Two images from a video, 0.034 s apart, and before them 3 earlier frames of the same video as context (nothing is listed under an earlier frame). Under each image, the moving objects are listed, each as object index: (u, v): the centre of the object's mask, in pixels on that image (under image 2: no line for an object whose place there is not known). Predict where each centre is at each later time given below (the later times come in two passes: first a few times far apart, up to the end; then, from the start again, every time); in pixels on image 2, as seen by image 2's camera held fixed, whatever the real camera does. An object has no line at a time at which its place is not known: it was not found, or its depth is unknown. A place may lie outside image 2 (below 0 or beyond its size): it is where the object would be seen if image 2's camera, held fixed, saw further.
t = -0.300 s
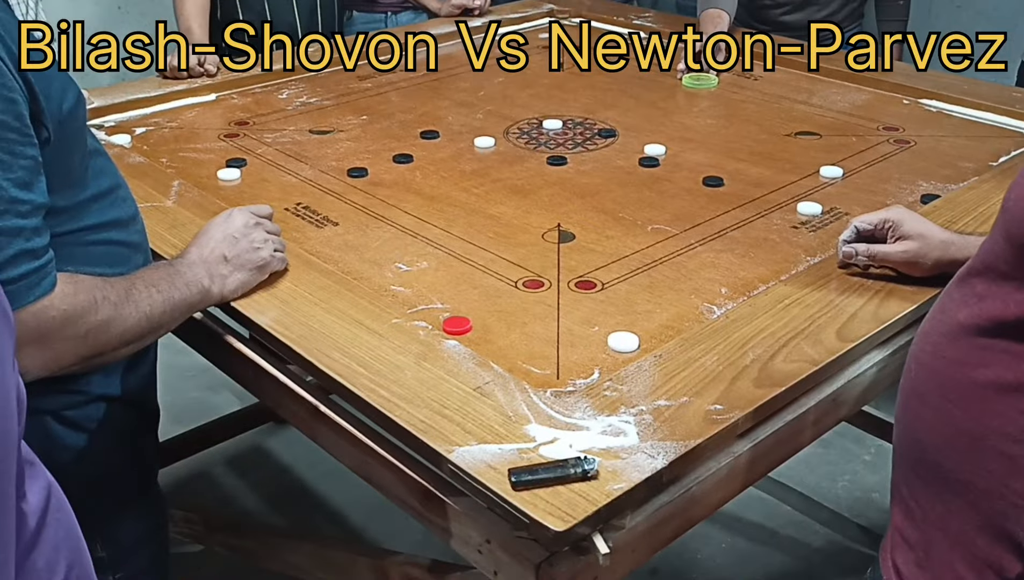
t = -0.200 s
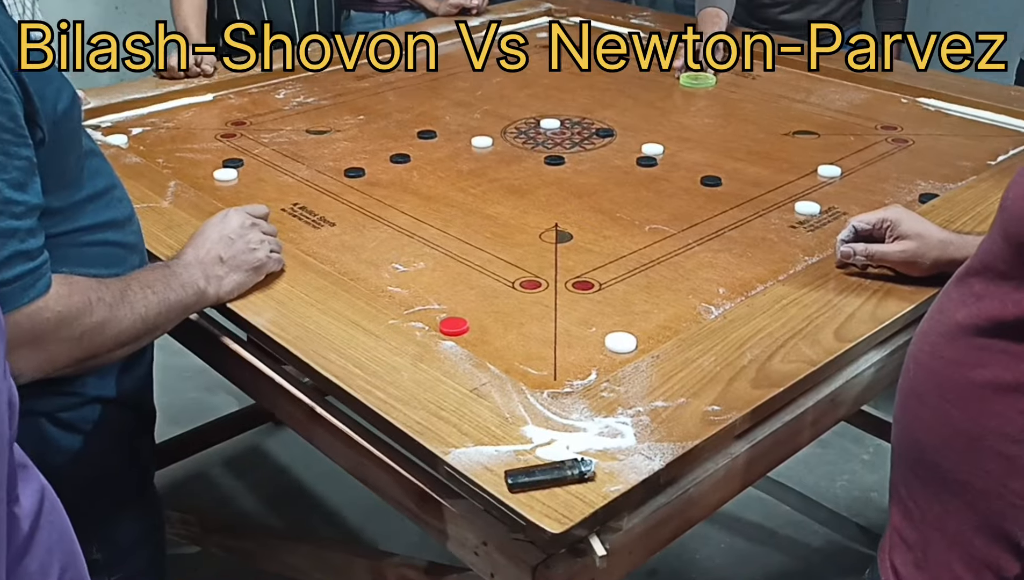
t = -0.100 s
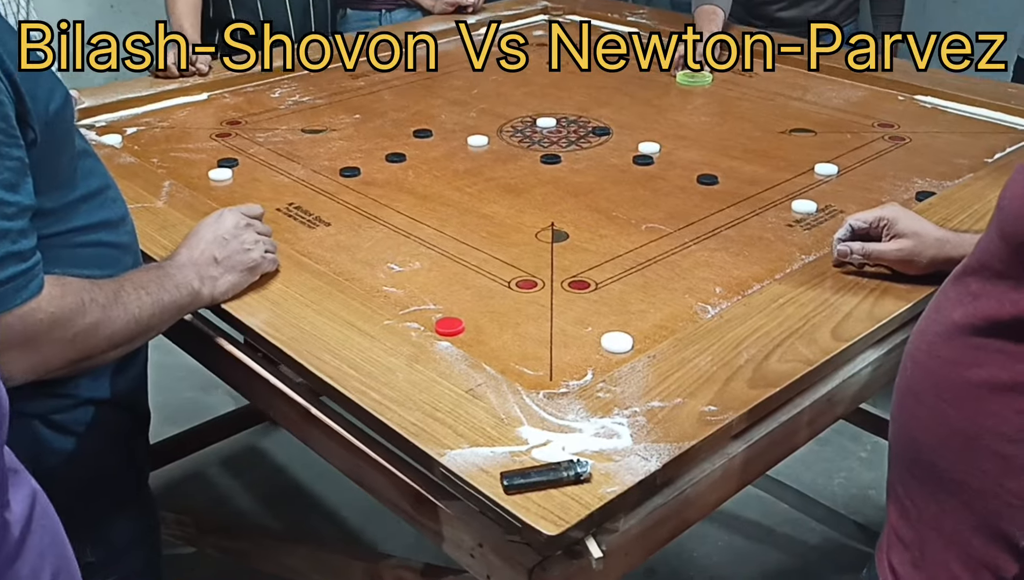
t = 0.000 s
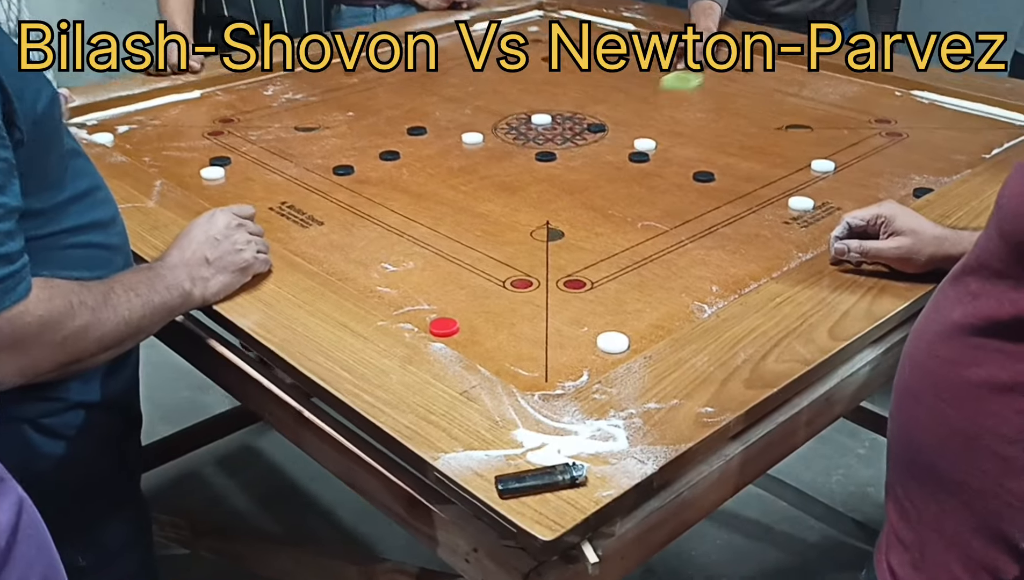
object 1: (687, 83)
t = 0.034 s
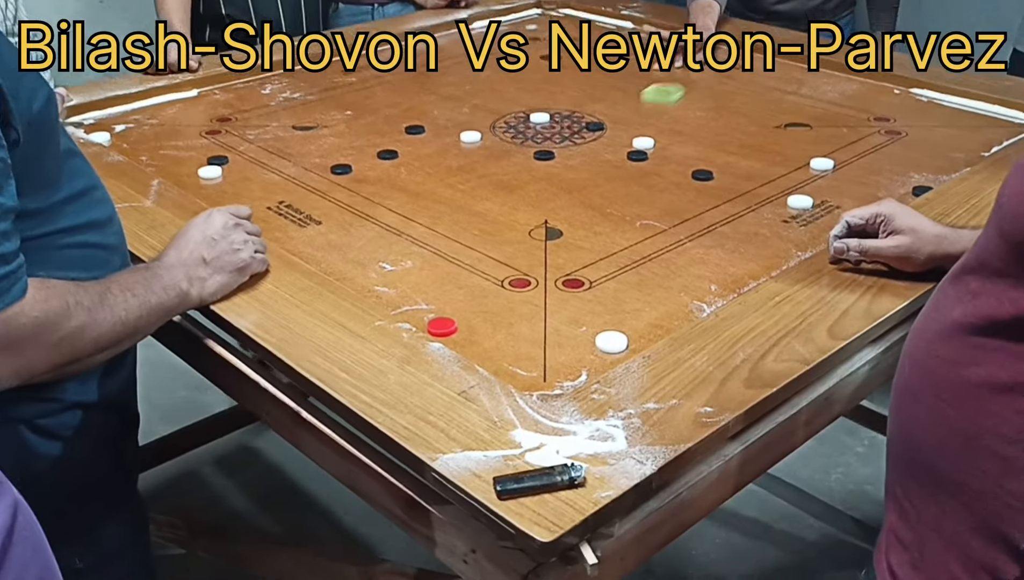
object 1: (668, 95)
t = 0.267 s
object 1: (530, 217)
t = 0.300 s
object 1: (507, 239)
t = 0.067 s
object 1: (645, 110)
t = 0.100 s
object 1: (626, 126)
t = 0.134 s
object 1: (611, 144)
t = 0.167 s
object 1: (593, 161)
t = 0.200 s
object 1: (573, 179)
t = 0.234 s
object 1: (553, 198)
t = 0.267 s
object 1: (530, 217)
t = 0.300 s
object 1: (507, 239)
